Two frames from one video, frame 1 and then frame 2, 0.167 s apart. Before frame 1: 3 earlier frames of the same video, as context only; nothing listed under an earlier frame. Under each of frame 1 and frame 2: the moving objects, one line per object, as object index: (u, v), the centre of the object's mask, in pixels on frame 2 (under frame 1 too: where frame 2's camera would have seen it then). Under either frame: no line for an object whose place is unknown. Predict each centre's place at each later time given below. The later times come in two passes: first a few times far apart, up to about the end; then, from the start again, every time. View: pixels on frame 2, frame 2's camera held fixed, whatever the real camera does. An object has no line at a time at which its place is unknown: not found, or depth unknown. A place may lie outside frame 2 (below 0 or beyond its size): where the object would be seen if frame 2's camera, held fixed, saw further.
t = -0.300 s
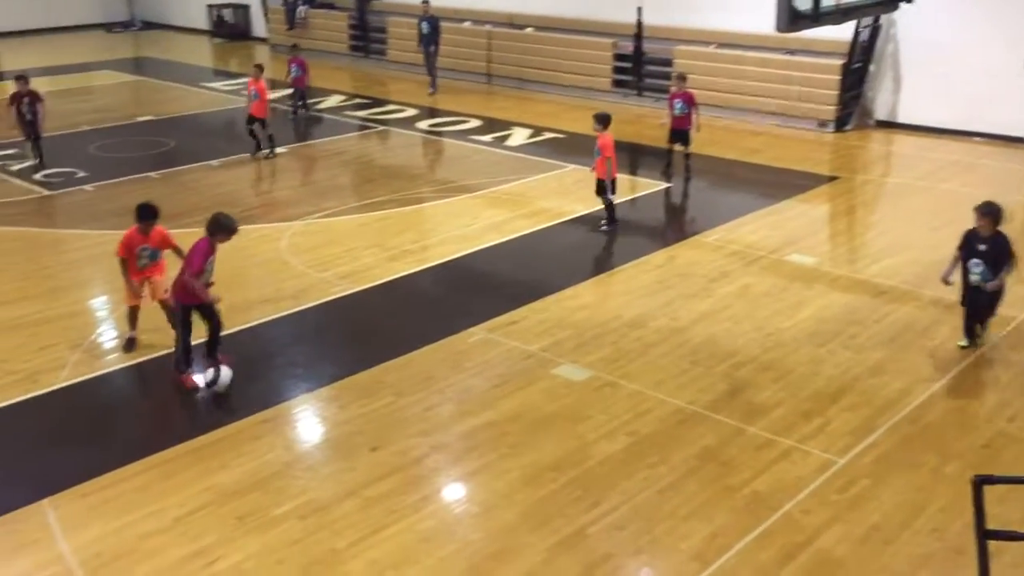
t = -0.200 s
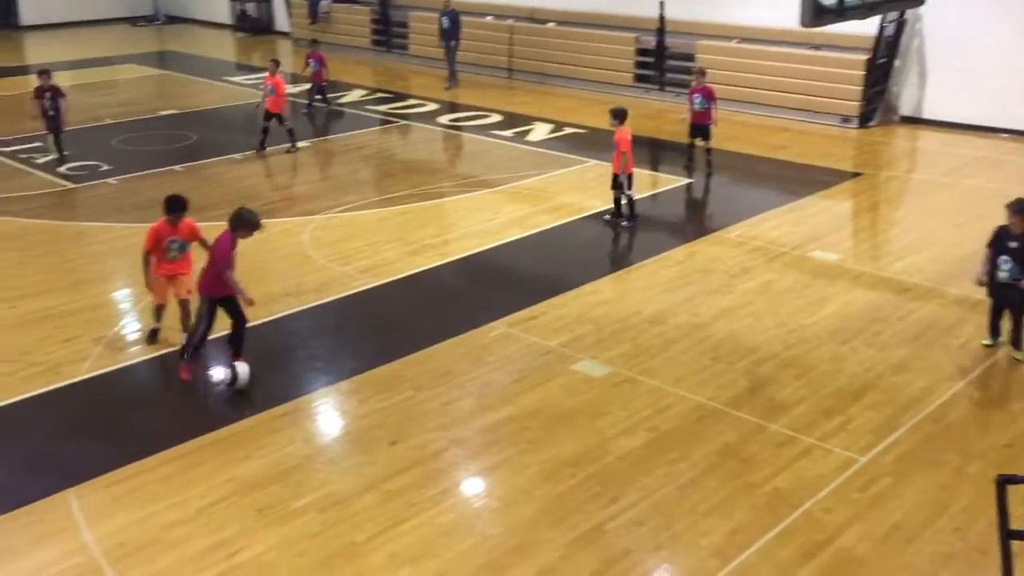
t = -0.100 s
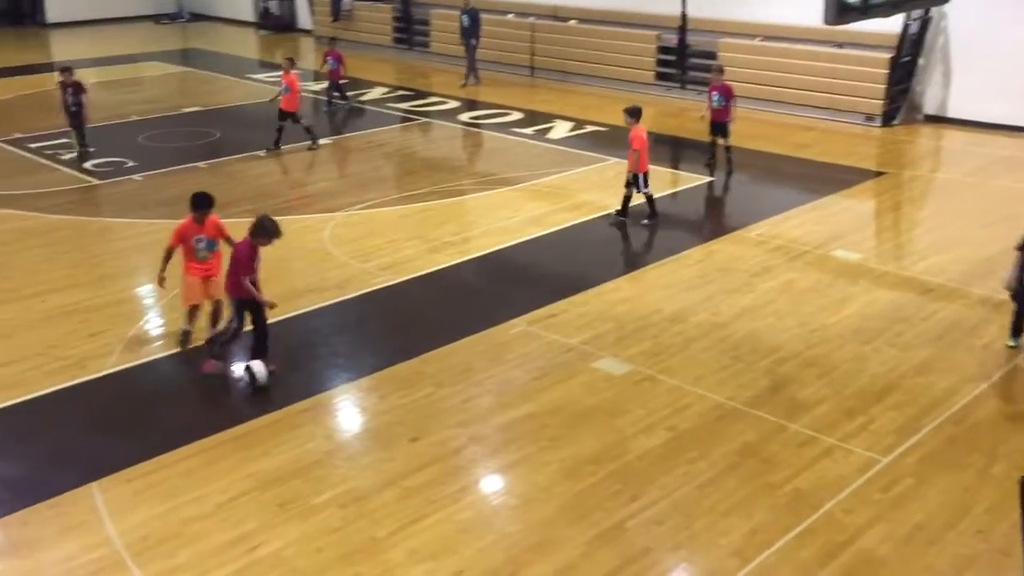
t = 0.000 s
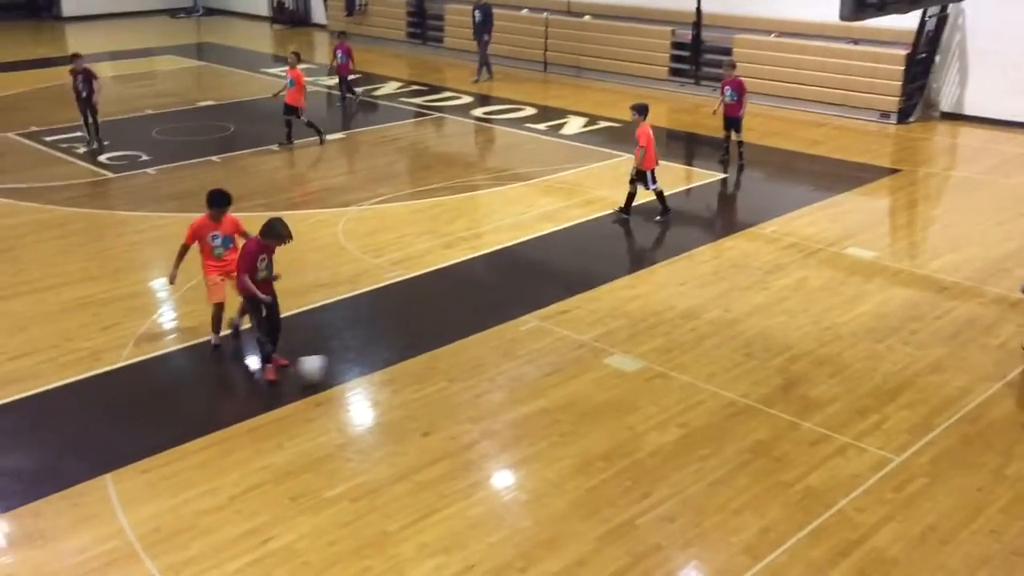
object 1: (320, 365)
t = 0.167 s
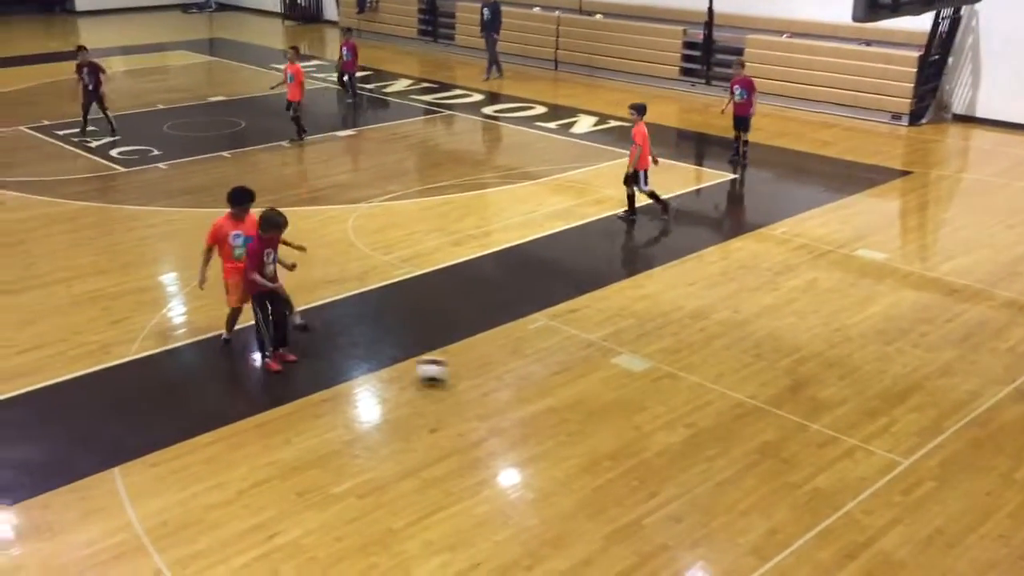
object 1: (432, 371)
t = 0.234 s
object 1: (473, 374)
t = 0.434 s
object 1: (588, 377)
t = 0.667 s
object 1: (700, 381)
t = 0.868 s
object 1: (787, 384)
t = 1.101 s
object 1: (892, 387)
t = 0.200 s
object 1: (454, 373)
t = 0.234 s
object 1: (473, 374)
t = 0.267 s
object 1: (493, 373)
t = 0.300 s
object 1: (514, 376)
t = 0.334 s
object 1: (532, 376)
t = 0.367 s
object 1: (550, 376)
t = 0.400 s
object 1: (568, 377)
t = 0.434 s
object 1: (588, 377)
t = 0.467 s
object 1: (603, 377)
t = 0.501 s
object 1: (621, 379)
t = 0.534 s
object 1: (638, 379)
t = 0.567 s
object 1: (653, 381)
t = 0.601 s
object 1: (669, 381)
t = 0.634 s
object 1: (684, 381)
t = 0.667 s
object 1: (700, 381)
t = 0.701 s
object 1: (714, 381)
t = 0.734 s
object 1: (729, 382)
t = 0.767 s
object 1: (743, 382)
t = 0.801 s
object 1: (759, 382)
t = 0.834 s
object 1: (773, 384)
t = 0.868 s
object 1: (787, 384)
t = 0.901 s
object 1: (804, 385)
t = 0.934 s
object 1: (818, 385)
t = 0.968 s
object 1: (832, 386)
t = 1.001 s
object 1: (848, 387)
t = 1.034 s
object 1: (862, 387)
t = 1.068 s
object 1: (877, 387)
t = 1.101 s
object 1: (892, 387)
